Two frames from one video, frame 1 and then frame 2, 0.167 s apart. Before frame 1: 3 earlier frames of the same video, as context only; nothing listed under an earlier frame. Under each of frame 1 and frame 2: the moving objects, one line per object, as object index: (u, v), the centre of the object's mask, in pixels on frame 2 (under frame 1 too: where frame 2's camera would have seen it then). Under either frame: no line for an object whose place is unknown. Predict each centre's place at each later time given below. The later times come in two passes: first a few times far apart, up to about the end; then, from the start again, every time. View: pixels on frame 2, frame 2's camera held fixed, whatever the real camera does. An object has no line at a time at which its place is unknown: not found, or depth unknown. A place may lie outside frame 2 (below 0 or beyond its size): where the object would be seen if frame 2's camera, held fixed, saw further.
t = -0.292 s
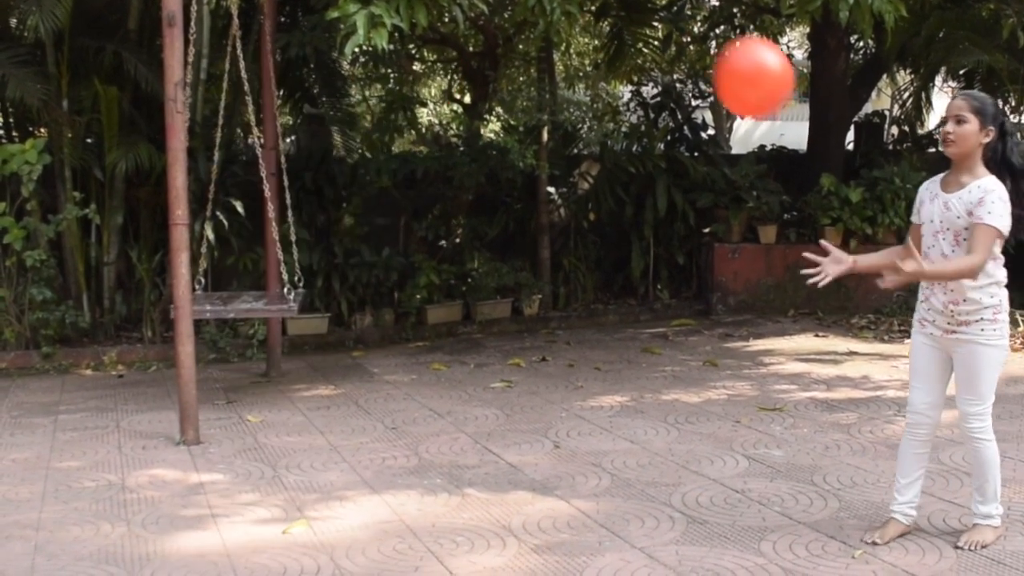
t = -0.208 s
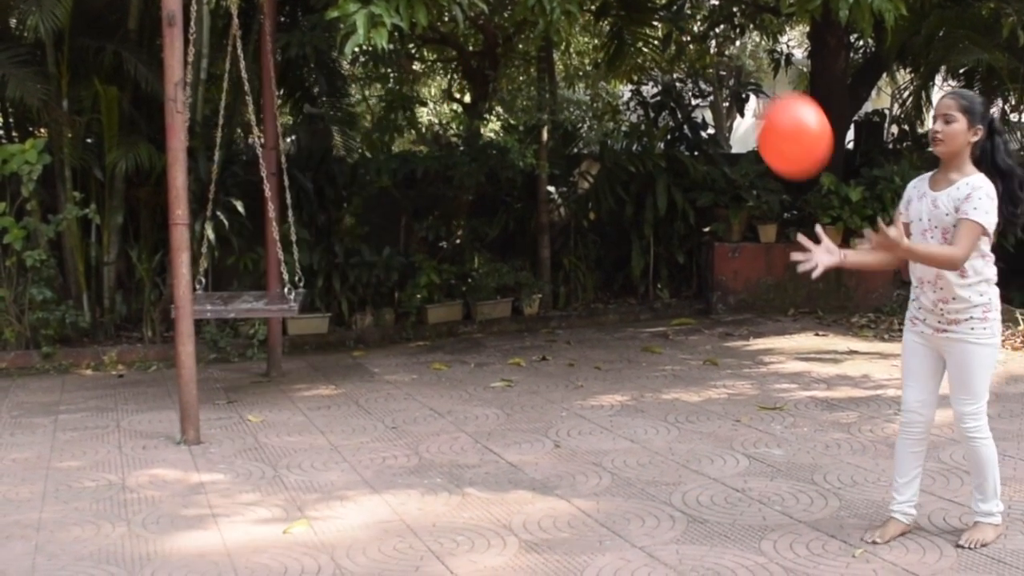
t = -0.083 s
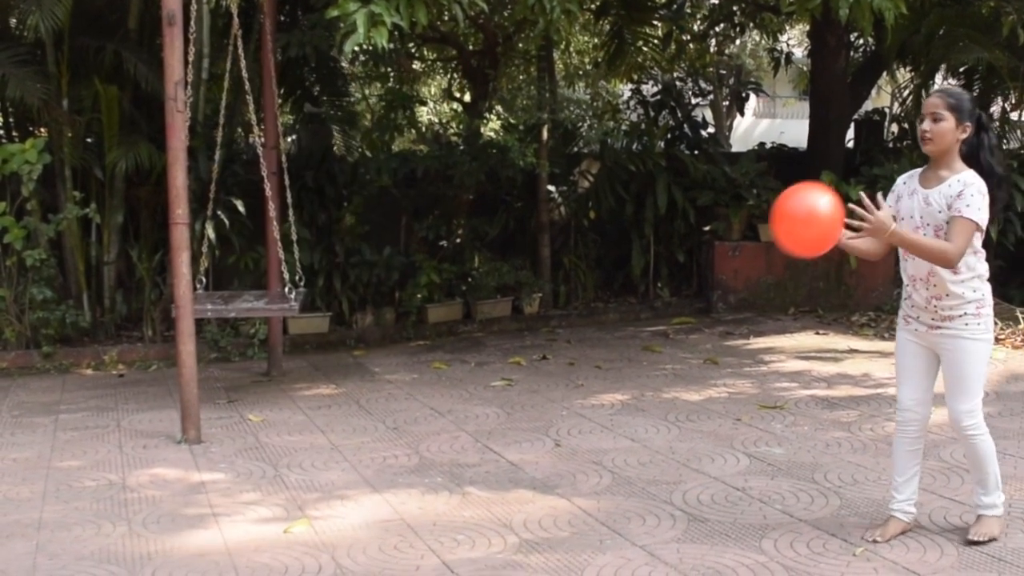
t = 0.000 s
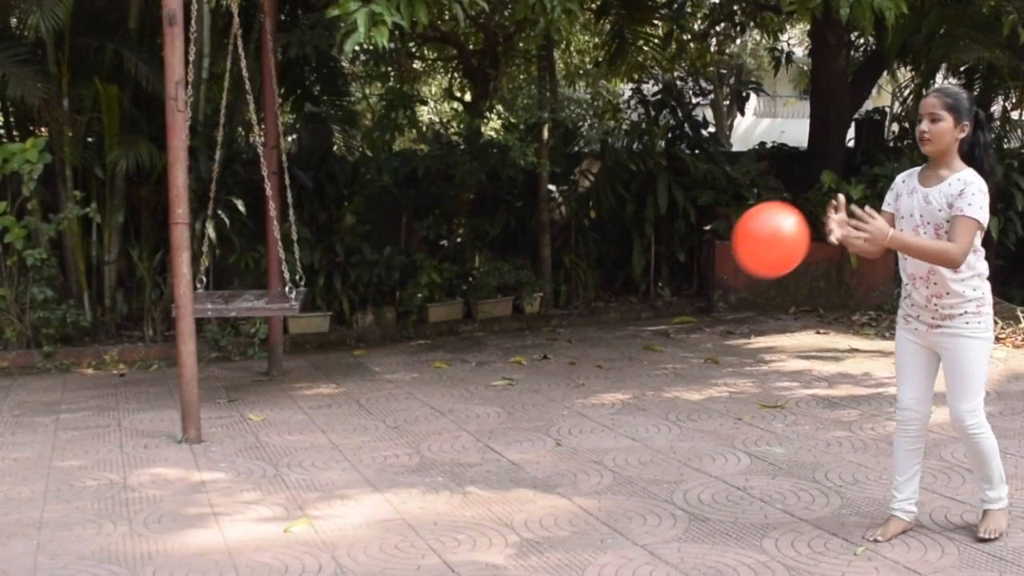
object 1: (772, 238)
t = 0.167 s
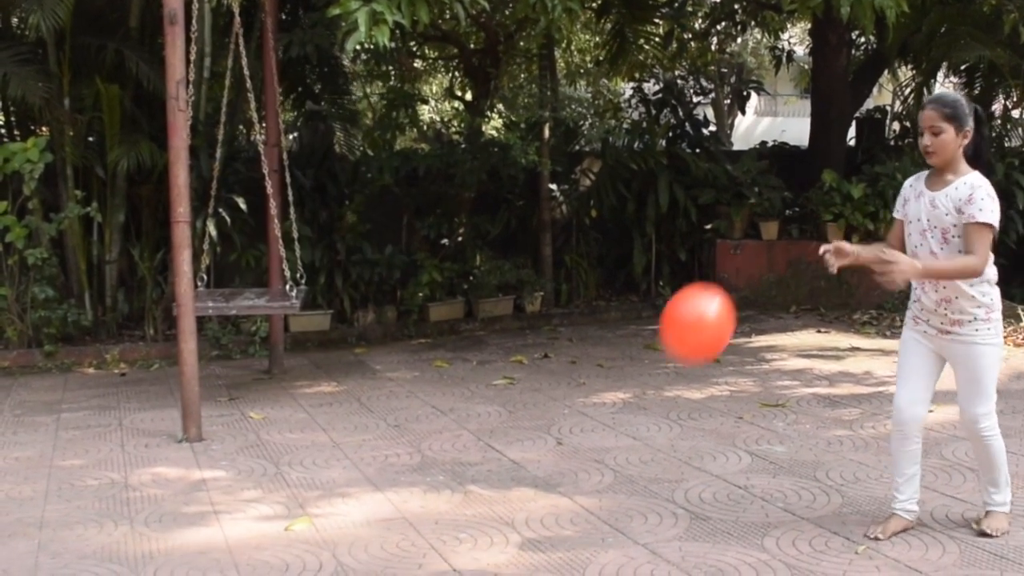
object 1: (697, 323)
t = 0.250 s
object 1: (661, 389)
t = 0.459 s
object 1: (587, 521)
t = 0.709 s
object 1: (495, 397)
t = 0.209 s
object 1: (679, 354)
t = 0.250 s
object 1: (661, 389)
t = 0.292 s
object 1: (643, 430)
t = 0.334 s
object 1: (627, 472)
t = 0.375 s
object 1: (613, 518)
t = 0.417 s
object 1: (601, 549)
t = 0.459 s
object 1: (587, 521)
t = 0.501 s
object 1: (572, 489)
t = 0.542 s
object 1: (556, 461)
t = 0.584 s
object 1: (541, 440)
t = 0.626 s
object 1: (525, 421)
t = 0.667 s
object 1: (510, 407)
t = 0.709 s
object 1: (495, 397)
